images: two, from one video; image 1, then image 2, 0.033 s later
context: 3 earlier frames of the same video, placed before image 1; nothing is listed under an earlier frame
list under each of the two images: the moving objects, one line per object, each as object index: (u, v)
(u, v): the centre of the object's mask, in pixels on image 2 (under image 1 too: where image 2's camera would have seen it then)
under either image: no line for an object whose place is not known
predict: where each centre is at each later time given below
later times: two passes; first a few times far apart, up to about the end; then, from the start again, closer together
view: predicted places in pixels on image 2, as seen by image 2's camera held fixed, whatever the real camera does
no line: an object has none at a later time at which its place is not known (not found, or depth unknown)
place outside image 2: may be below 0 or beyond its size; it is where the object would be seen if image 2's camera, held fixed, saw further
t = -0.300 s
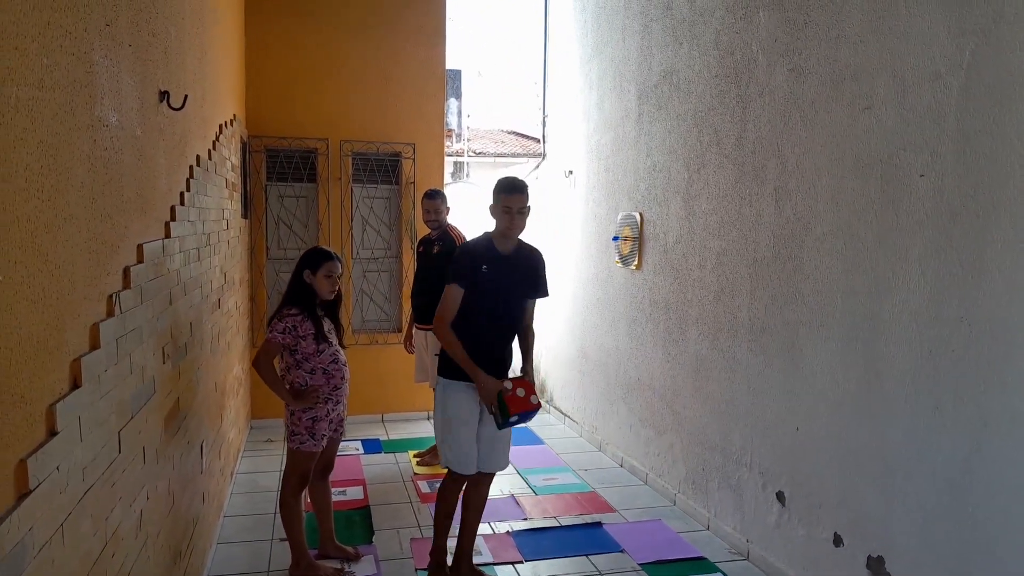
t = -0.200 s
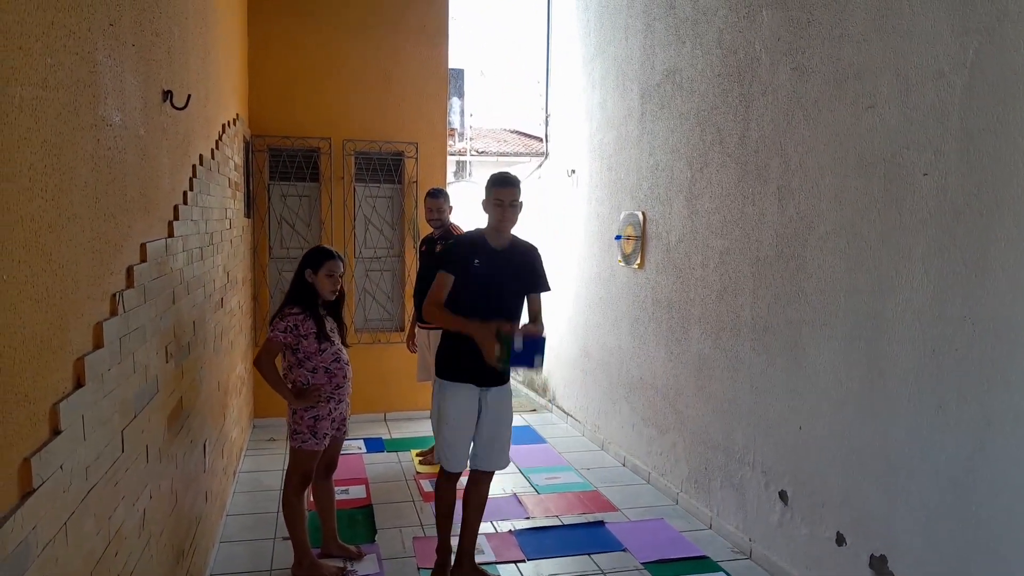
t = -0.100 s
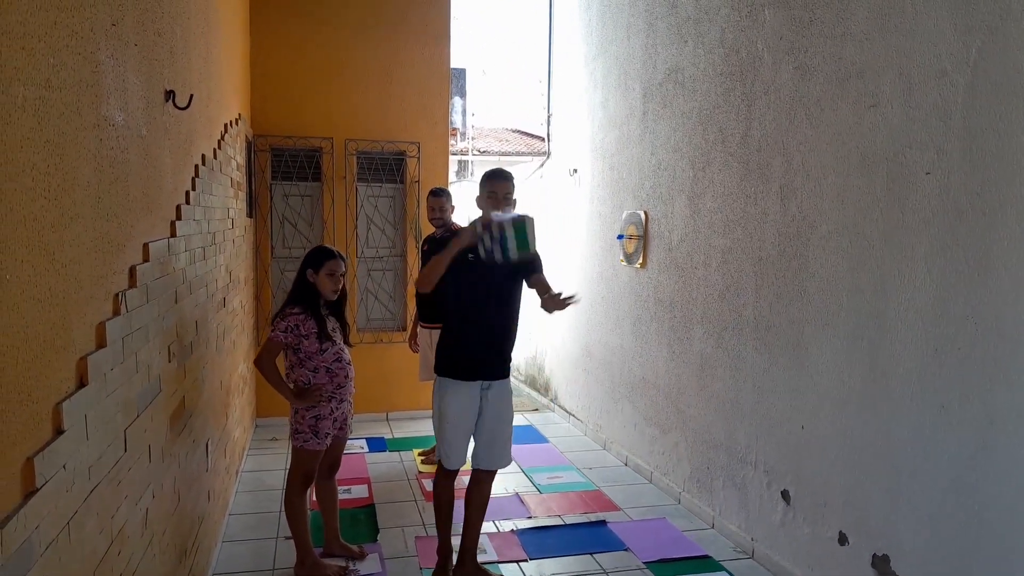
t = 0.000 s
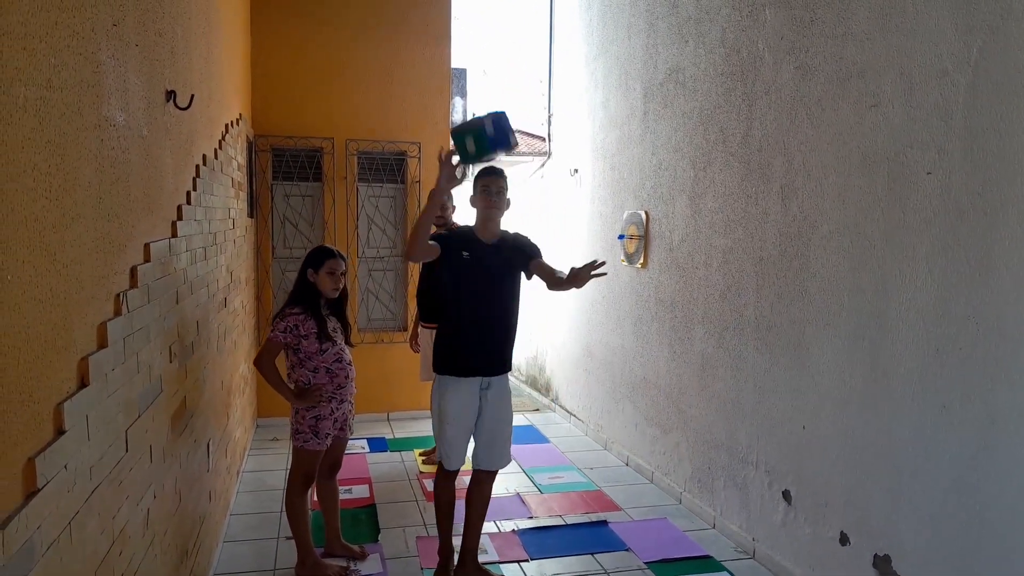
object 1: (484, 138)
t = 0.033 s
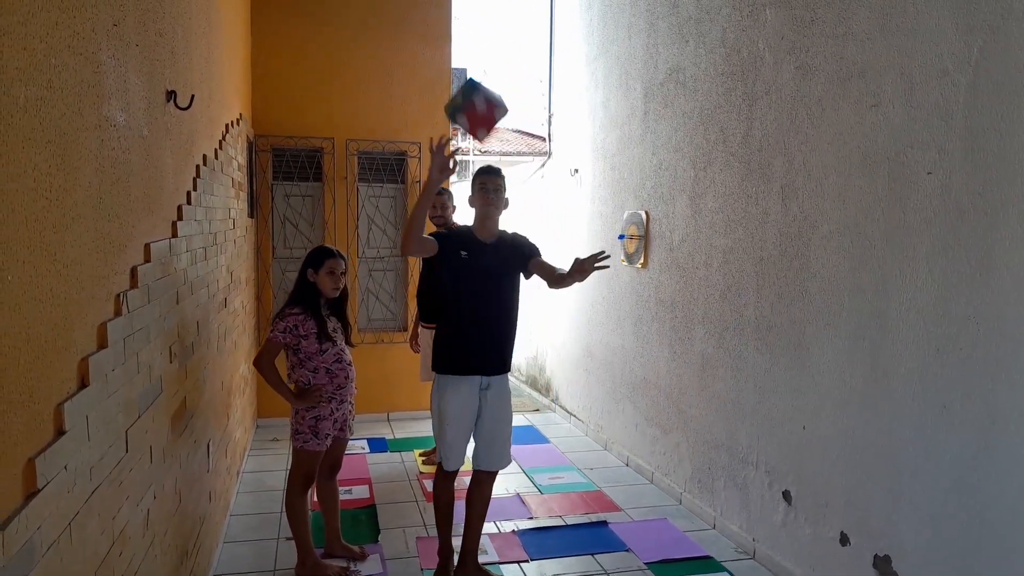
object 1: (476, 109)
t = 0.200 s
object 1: (435, 18)
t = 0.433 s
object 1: (383, 22)
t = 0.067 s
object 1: (468, 85)
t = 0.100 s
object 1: (459, 63)
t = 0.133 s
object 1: (451, 44)
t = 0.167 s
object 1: (443, 28)
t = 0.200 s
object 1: (435, 18)
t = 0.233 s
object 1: (429, 12)
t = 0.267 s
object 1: (420, 11)
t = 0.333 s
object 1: (402, 10)
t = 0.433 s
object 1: (383, 22)
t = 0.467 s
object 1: (372, 33)
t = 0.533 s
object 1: (356, 63)
